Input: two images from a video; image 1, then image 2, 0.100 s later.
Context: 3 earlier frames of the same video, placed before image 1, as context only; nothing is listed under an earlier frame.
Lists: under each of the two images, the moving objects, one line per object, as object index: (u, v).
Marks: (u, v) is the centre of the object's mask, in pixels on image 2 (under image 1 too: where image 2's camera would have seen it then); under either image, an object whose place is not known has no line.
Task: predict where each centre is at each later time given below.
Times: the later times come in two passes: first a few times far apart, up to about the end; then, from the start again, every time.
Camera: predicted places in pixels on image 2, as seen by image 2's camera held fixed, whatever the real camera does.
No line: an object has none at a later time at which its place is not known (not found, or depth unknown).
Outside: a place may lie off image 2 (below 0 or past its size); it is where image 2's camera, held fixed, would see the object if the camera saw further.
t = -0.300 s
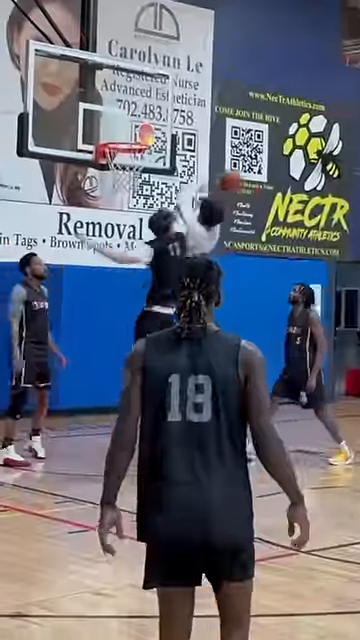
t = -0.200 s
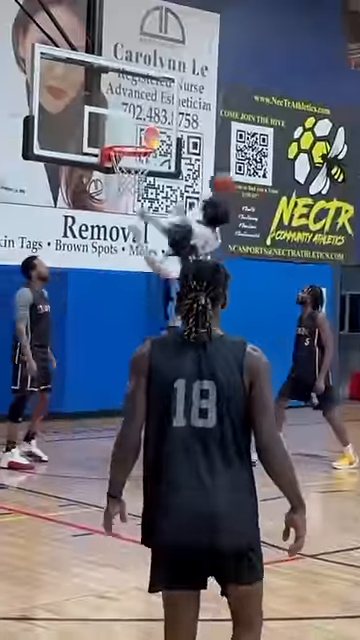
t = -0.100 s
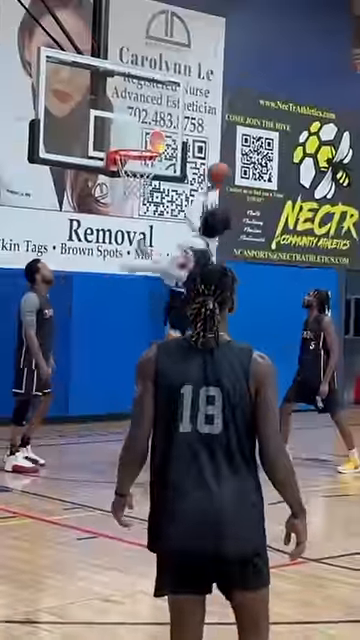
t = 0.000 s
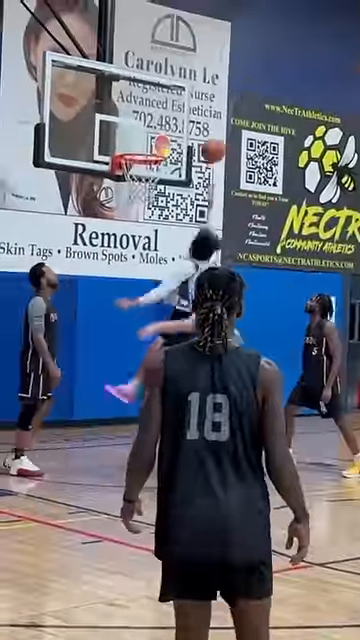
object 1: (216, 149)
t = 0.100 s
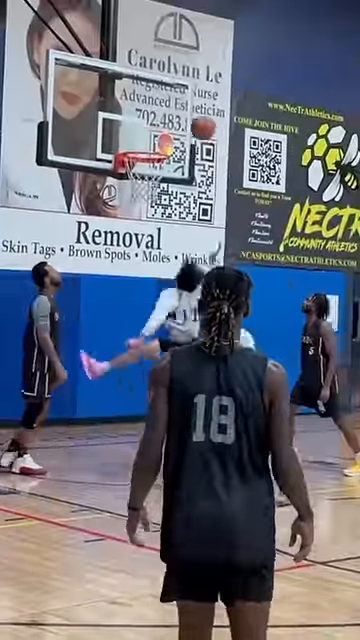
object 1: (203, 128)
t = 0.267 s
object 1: (179, 115)
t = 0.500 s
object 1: (147, 139)
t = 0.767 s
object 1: (139, 137)
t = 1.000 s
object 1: (135, 147)
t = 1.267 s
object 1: (144, 195)
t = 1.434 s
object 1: (148, 245)
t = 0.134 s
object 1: (198, 124)
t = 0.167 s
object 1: (194, 119)
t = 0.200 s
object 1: (189, 117)
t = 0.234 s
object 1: (183, 117)
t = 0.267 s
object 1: (179, 115)
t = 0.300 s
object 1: (176, 115)
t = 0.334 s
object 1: (170, 118)
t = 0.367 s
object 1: (165, 121)
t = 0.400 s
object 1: (161, 124)
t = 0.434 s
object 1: (156, 129)
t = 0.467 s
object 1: (150, 135)
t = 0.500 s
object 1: (147, 139)
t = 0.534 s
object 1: (146, 135)
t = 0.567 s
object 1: (145, 133)
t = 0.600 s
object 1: (144, 131)
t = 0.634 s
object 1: (143, 131)
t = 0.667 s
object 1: (142, 131)
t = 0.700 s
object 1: (141, 132)
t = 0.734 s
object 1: (139, 135)
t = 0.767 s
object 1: (139, 137)
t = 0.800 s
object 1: (137, 139)
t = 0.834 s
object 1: (136, 139)
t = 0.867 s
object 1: (135, 140)
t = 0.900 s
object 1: (135, 141)
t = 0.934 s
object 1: (134, 143)
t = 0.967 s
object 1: (134, 145)
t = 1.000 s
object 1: (135, 147)
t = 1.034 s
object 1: (137, 148)
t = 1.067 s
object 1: (137, 148)
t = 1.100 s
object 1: (143, 161)
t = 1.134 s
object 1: (141, 167)
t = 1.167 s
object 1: (143, 170)
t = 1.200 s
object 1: (146, 187)
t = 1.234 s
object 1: (144, 190)
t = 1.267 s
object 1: (144, 195)
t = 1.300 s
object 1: (144, 205)
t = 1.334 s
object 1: (145, 214)
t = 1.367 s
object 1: (146, 223)
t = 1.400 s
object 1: (147, 235)
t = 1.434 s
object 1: (148, 245)
